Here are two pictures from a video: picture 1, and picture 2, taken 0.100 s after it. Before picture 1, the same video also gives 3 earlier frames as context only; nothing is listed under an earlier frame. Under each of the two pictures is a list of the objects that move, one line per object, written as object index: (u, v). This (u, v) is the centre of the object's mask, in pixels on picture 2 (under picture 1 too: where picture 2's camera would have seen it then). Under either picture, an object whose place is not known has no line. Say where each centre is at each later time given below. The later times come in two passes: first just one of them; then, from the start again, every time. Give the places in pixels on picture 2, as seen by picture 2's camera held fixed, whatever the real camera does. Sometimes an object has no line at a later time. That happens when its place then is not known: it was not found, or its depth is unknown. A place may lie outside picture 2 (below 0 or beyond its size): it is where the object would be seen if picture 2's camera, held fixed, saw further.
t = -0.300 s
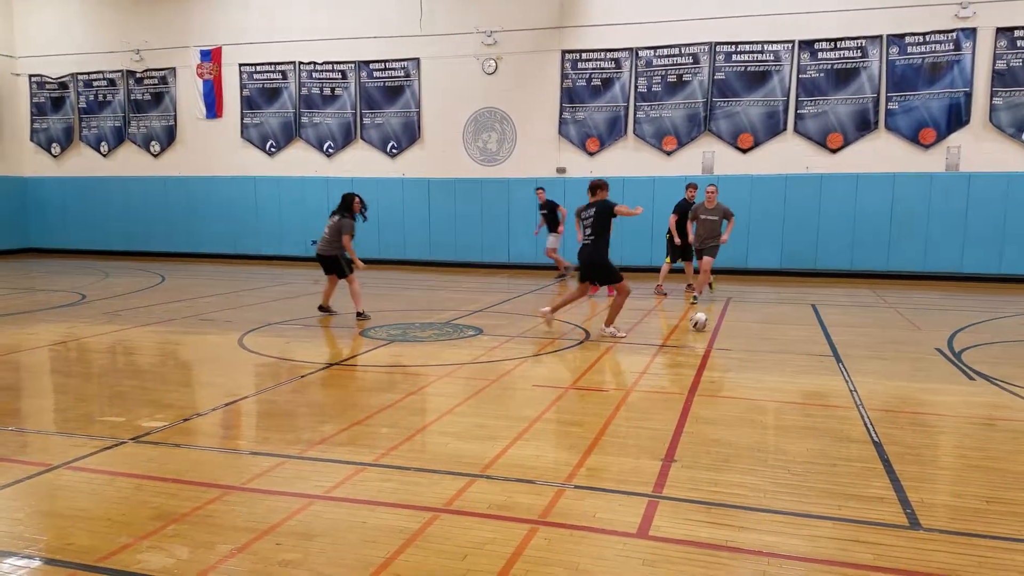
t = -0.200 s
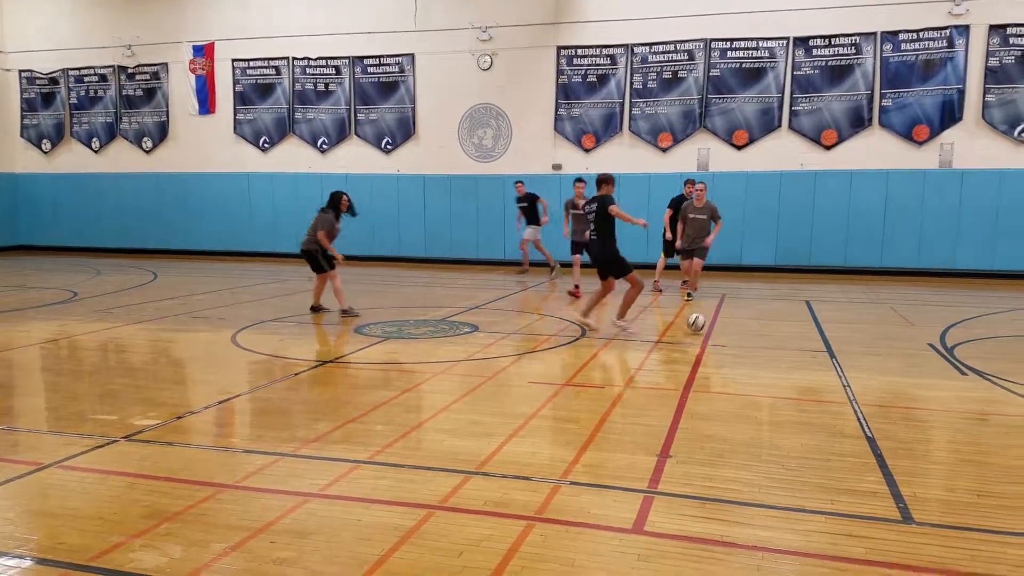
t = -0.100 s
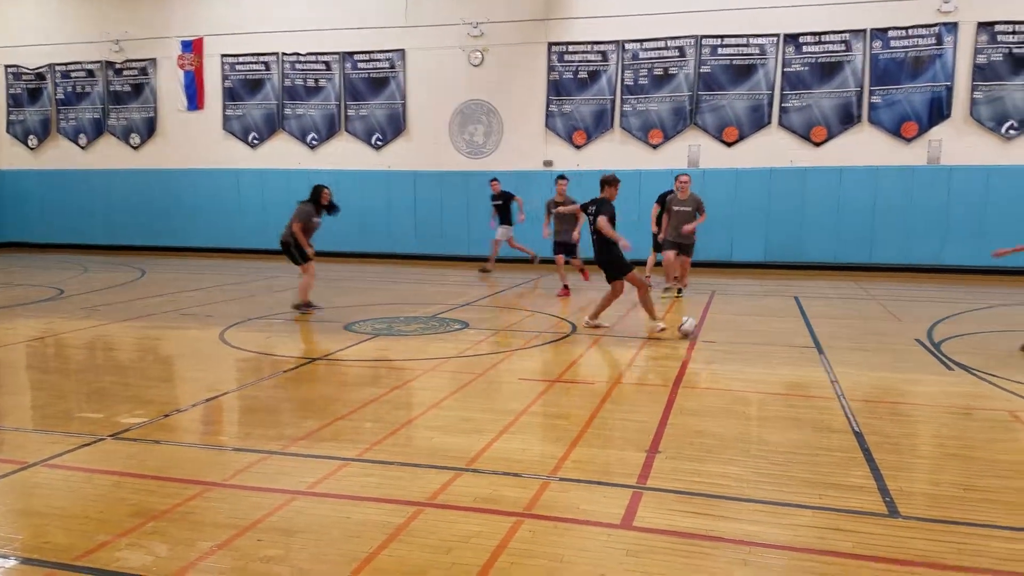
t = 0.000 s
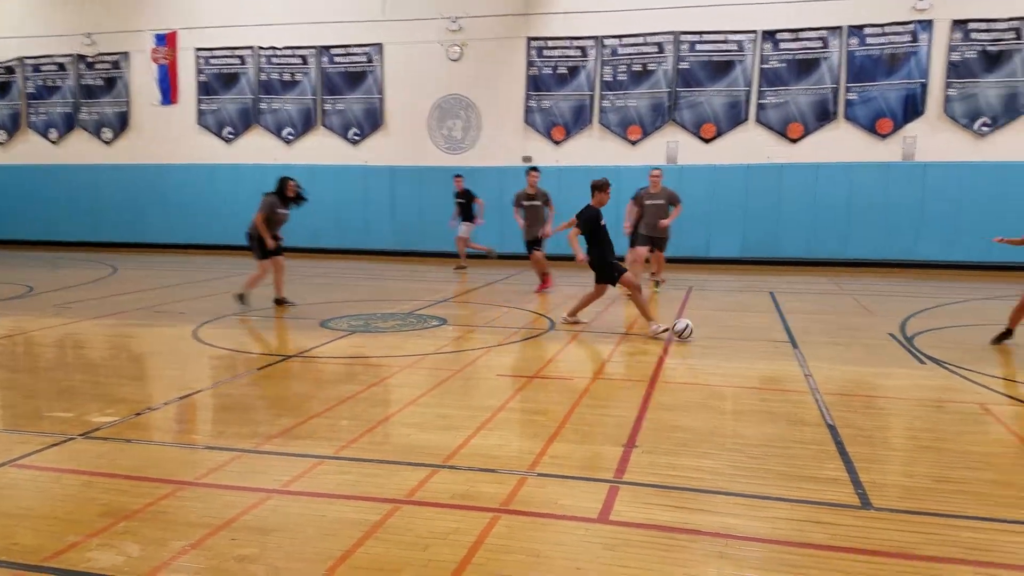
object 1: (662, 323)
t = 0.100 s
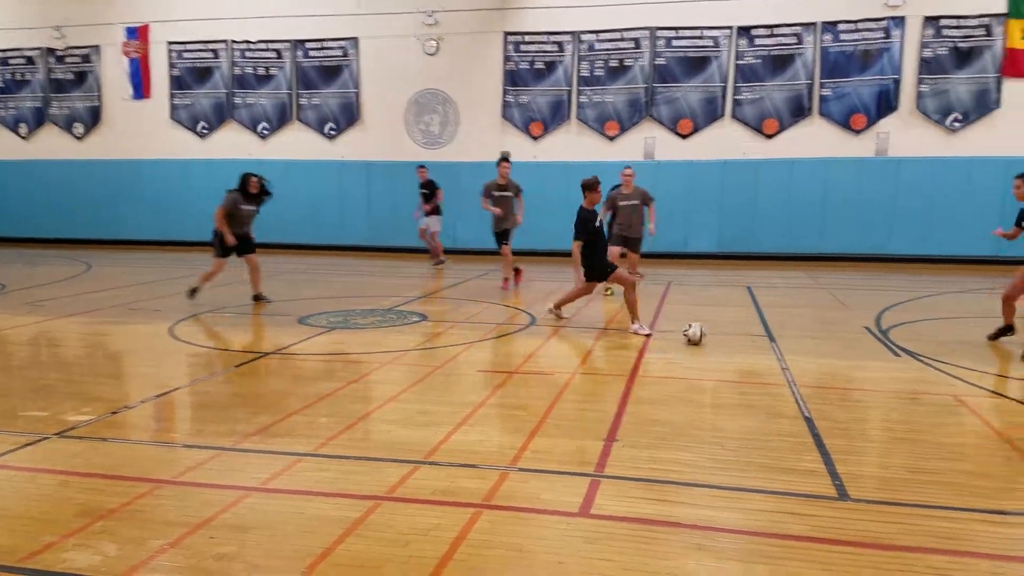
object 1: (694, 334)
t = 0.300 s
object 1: (758, 350)
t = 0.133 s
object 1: (706, 335)
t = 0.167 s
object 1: (716, 338)
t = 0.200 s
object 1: (727, 342)
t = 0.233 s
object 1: (737, 343)
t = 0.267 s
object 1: (747, 346)
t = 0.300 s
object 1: (758, 350)
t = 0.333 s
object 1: (769, 354)
